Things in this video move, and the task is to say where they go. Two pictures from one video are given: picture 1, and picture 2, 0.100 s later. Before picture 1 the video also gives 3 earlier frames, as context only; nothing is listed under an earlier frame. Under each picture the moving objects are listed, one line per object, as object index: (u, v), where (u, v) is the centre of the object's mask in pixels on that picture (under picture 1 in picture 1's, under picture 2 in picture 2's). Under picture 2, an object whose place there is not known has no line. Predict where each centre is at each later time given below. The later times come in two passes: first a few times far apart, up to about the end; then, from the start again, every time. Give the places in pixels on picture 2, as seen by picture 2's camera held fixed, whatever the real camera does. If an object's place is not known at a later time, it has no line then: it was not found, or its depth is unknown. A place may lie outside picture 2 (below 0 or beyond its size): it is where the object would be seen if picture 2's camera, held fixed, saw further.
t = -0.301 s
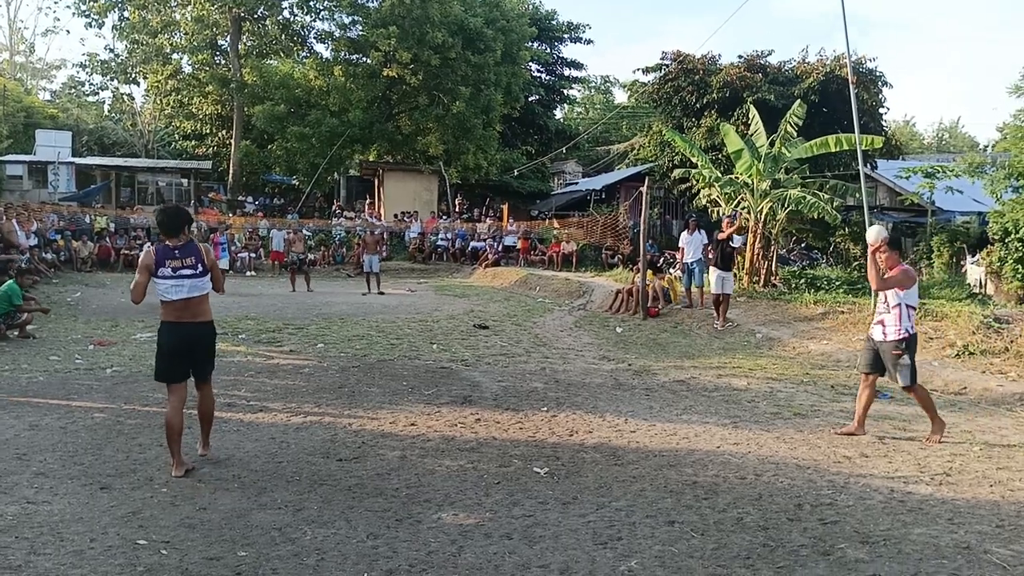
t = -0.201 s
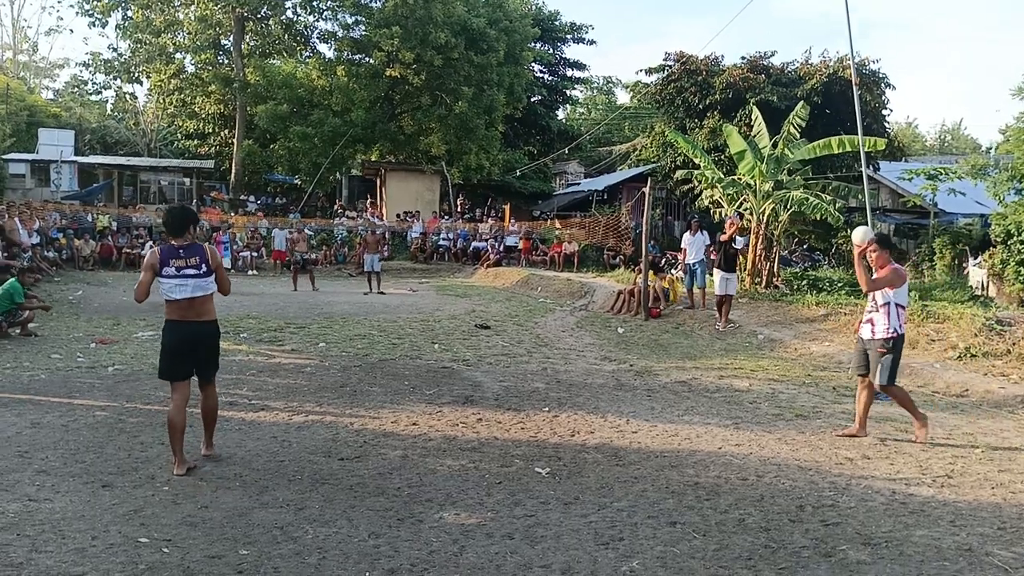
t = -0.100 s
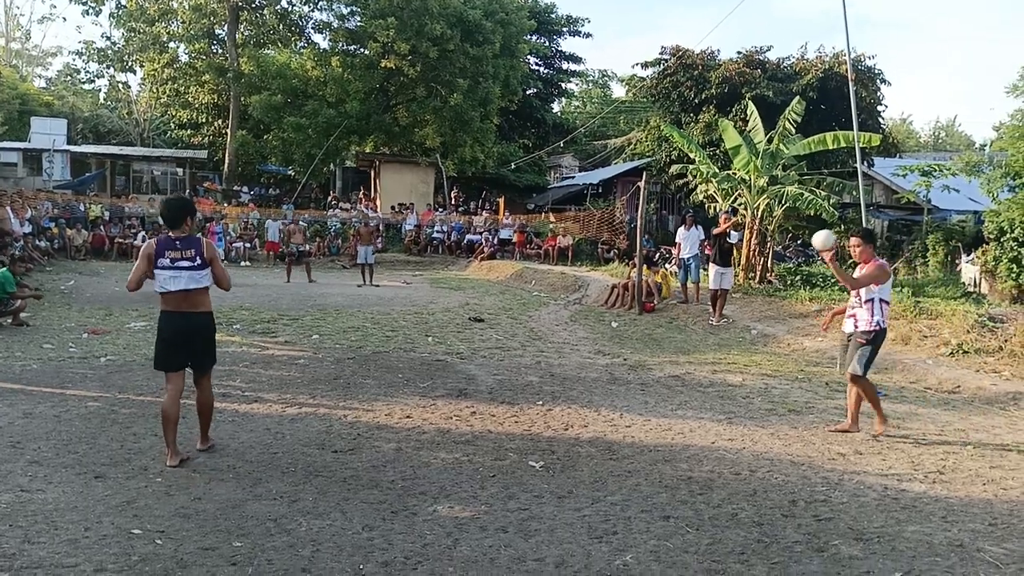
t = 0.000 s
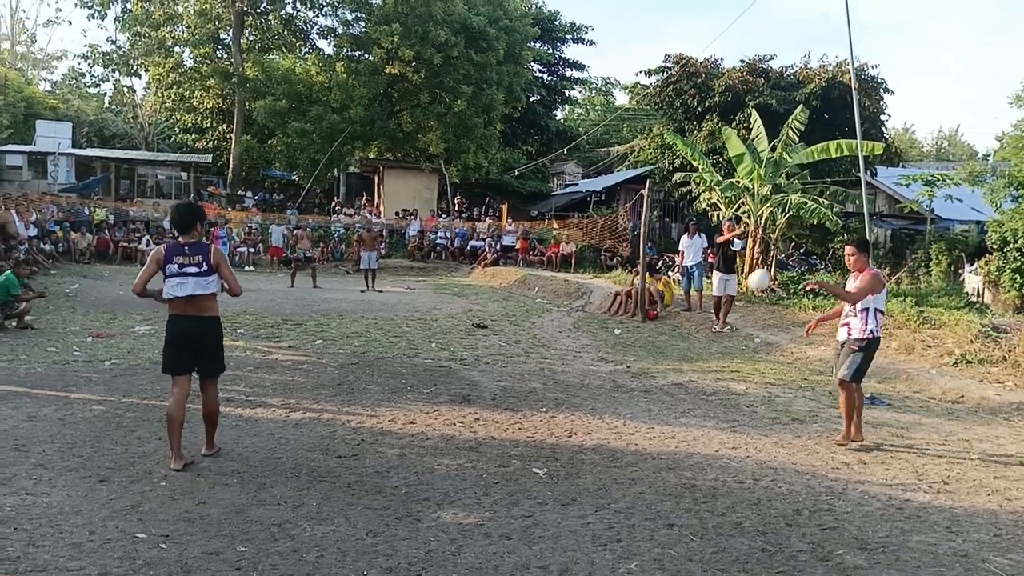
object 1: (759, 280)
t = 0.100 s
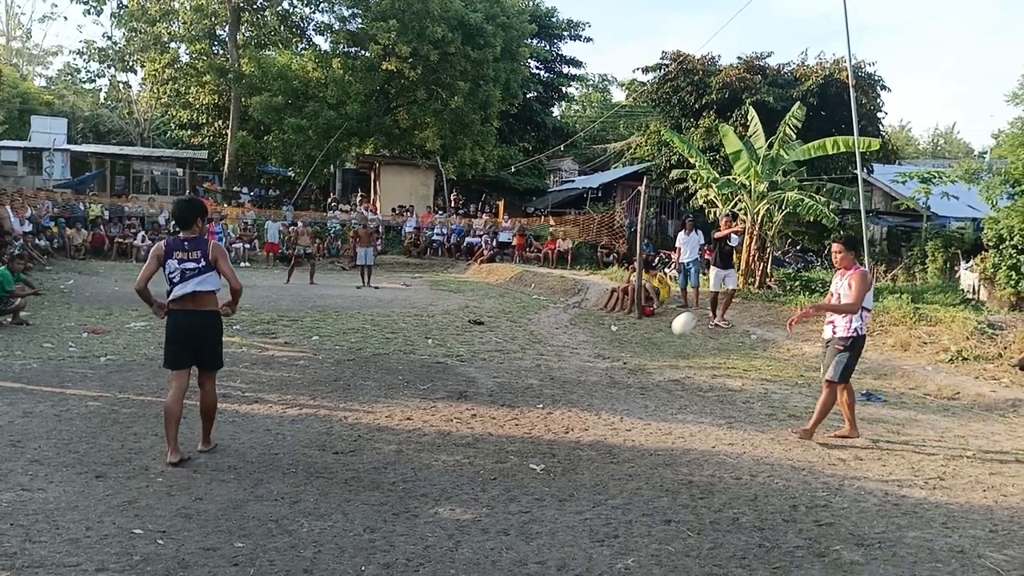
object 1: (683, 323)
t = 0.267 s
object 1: (558, 434)
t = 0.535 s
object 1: (486, 300)
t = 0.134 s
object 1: (659, 342)
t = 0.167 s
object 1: (634, 362)
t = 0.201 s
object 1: (610, 384)
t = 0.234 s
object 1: (586, 407)
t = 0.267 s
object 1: (558, 434)
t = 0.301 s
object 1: (547, 425)
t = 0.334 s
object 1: (538, 402)
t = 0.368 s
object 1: (530, 382)
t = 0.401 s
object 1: (521, 362)
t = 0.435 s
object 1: (512, 344)
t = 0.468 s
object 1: (503, 328)
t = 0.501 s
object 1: (495, 313)
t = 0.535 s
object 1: (486, 300)
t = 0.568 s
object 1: (477, 287)
